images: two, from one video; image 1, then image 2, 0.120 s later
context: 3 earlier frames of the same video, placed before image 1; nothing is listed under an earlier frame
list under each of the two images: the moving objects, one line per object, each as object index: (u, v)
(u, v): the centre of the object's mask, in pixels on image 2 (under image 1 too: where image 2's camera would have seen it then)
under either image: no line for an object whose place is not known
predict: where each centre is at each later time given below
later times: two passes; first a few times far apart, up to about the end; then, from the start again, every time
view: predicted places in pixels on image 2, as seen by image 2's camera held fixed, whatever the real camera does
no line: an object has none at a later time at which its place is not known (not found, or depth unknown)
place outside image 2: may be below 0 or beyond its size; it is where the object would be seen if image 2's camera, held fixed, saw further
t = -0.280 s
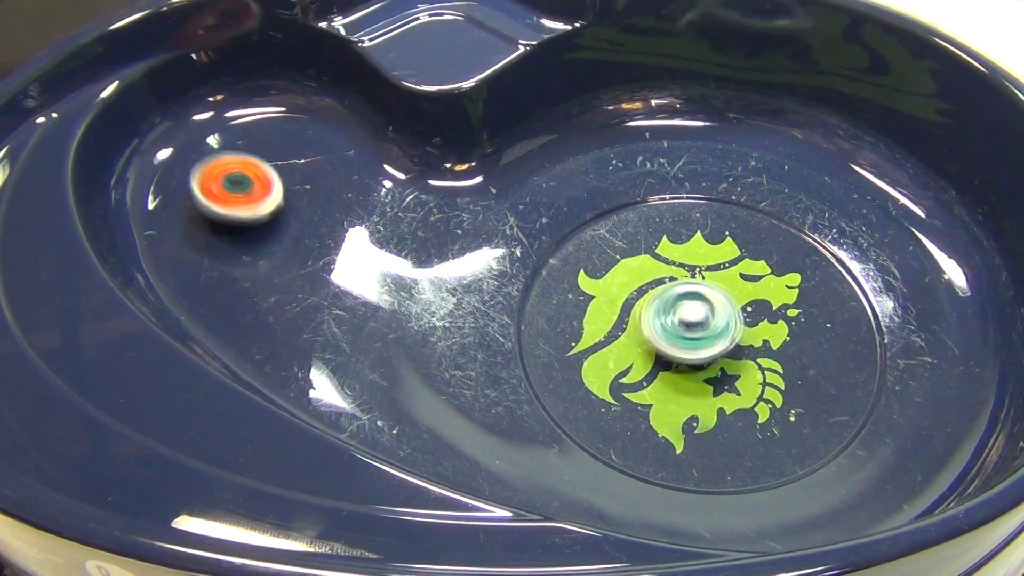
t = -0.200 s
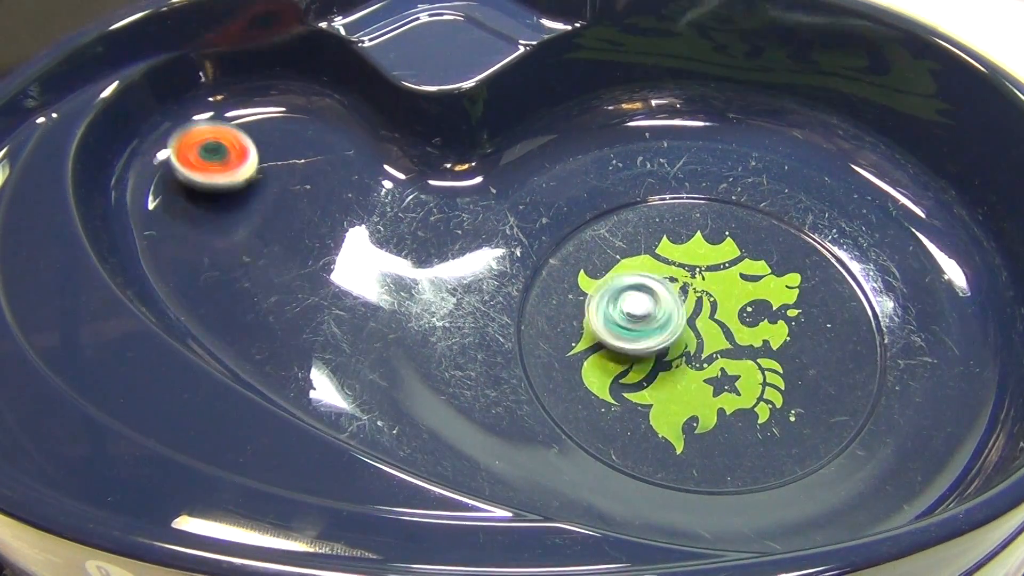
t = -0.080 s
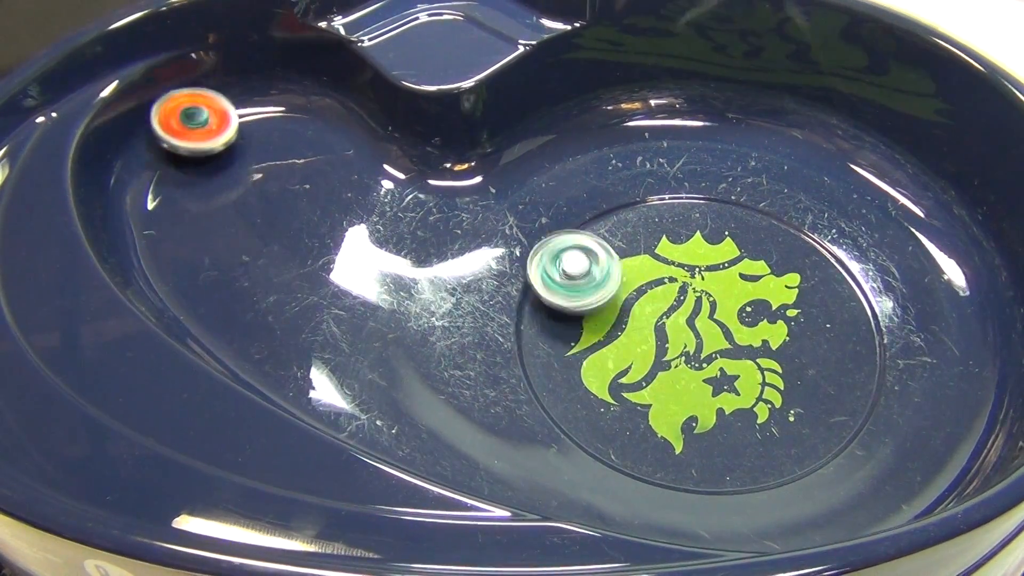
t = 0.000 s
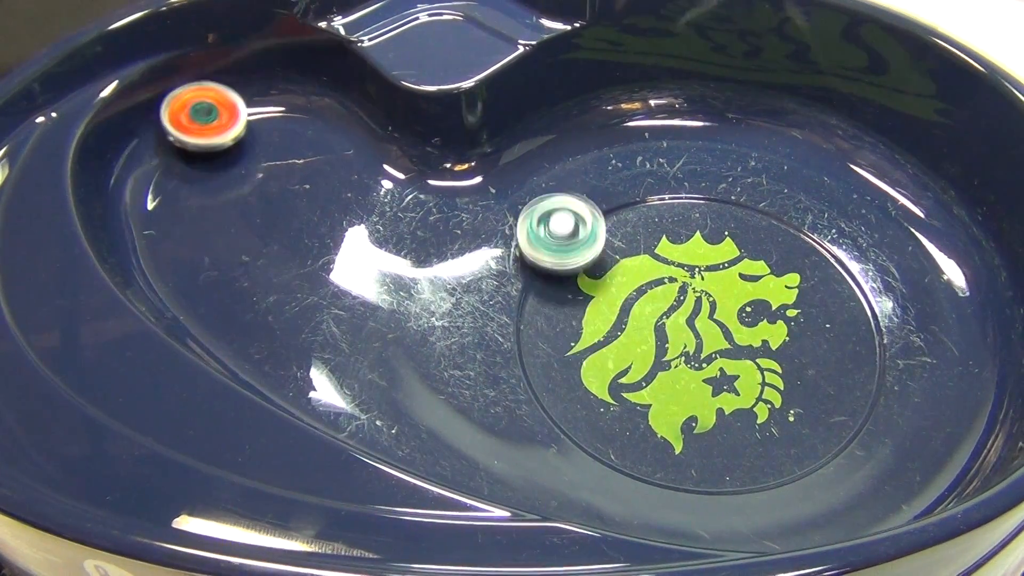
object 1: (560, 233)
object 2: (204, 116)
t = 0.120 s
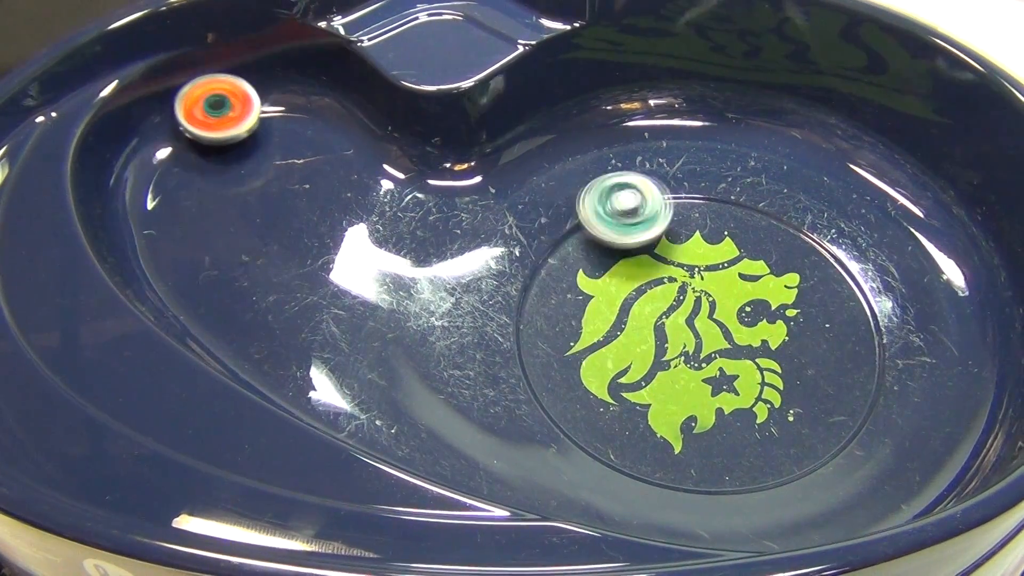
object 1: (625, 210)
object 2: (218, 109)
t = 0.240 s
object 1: (719, 212)
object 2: (240, 103)
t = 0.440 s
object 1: (805, 338)
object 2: (274, 101)
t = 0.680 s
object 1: (607, 441)
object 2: (303, 107)
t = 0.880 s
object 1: (413, 312)
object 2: (320, 125)
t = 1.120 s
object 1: (534, 190)
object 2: (310, 186)
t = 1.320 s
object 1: (786, 264)
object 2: (304, 281)
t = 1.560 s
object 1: (842, 478)
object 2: (400, 423)
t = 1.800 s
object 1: (878, 439)
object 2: (295, 364)
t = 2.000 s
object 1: (915, 245)
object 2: (153, 208)
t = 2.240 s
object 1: (767, 211)
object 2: (157, 155)
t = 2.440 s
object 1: (698, 241)
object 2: (200, 119)
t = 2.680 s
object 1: (663, 228)
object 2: (254, 101)
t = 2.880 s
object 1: (683, 230)
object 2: (291, 104)
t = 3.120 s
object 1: (672, 296)
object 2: (325, 124)
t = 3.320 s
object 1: (595, 329)
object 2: (326, 170)
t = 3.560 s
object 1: (552, 278)
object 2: (311, 286)
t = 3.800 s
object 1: (660, 290)
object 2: (369, 401)
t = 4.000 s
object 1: (714, 382)
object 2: (496, 462)
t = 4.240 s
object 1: (604, 423)
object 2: (664, 503)
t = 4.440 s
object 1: (579, 319)
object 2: (797, 490)
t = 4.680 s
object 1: (746, 274)
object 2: (884, 396)
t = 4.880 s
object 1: (733, 237)
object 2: (962, 385)
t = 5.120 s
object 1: (688, 220)
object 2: (966, 334)
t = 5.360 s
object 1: (727, 302)
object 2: (898, 324)
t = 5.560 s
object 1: (639, 361)
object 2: (800, 329)
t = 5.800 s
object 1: (540, 287)
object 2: (683, 341)
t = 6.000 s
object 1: (639, 244)
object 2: (591, 335)
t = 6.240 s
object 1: (763, 354)
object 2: (533, 325)
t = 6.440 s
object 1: (696, 450)
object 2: (546, 316)
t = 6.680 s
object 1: (555, 358)
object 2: (556, 276)
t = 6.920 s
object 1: (592, 399)
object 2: (651, 214)
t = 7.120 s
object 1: (654, 400)
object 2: (685, 195)
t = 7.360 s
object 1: (744, 405)
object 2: (752, 200)
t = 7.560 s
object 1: (776, 411)
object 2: (811, 229)
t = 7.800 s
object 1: (766, 381)
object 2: (856, 286)
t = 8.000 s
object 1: (691, 330)
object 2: (886, 333)
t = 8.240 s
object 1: (552, 236)
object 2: (872, 361)
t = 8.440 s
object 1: (634, 211)
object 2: (805, 393)
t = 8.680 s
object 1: (703, 265)
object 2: (700, 412)
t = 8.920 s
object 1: (660, 337)
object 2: (585, 398)
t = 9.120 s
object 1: (694, 291)
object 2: (552, 369)
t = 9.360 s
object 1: (736, 307)
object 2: (536, 308)
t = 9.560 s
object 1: (725, 328)
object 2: (551, 256)
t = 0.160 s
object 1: (655, 205)
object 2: (225, 109)
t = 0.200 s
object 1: (687, 205)
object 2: (232, 106)
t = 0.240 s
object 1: (719, 212)
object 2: (240, 103)
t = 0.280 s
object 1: (749, 228)
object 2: (247, 104)
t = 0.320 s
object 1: (774, 249)
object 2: (254, 104)
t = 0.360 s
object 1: (793, 275)
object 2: (261, 103)
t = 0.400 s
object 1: (804, 305)
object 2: (268, 102)
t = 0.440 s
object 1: (805, 338)
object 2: (274, 101)
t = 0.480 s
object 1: (795, 370)
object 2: (279, 100)
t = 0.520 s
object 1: (774, 400)
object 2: (285, 101)
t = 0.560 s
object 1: (741, 427)
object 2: (290, 101)
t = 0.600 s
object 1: (702, 445)
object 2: (295, 103)
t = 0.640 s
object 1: (654, 453)
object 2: (299, 104)
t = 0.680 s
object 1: (607, 441)
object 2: (303, 107)
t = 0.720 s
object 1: (564, 421)
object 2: (307, 109)
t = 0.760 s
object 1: (519, 398)
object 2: (310, 113)
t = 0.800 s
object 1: (476, 372)
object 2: (314, 117)
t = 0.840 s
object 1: (439, 343)
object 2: (318, 121)
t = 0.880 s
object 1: (413, 312)
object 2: (320, 125)
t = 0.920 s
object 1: (400, 271)
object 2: (322, 131)
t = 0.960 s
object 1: (402, 234)
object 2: (322, 139)
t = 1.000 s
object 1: (417, 207)
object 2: (321, 148)
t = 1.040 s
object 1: (446, 186)
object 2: (317, 160)
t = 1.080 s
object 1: (487, 184)
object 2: (313, 172)
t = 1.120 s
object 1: (534, 190)
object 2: (310, 186)
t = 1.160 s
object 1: (585, 198)
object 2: (306, 202)
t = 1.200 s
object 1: (638, 208)
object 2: (301, 220)
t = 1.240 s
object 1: (690, 224)
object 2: (298, 239)
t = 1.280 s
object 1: (740, 240)
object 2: (298, 259)
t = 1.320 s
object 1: (786, 264)
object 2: (304, 281)
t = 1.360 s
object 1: (824, 293)
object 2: (311, 307)
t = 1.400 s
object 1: (858, 327)
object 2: (320, 334)
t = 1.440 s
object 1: (882, 365)
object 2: (333, 360)
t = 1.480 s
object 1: (879, 401)
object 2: (347, 386)
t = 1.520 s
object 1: (866, 439)
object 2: (369, 407)
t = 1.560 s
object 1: (842, 478)
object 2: (400, 423)
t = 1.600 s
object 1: (805, 505)
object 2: (442, 439)
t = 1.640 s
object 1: (750, 512)
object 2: (484, 452)
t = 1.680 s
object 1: (685, 505)
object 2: (524, 468)
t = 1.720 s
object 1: (702, 493)
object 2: (488, 458)
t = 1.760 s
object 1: (797, 466)
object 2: (386, 412)
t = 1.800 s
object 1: (878, 439)
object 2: (295, 364)
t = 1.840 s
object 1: (942, 402)
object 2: (243, 318)
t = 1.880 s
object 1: (964, 351)
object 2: (209, 276)
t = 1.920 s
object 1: (956, 309)
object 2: (185, 244)
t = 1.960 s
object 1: (938, 276)
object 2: (166, 221)
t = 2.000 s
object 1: (915, 245)
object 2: (153, 208)
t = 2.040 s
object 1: (889, 223)
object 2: (145, 198)
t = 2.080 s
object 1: (863, 208)
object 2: (144, 190)
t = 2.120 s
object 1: (836, 200)
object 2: (145, 184)
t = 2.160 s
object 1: (810, 198)
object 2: (146, 174)
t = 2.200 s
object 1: (787, 202)
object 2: (154, 165)
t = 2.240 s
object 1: (767, 211)
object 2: (157, 155)
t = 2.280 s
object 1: (749, 218)
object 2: (162, 145)
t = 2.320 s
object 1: (734, 225)
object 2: (173, 138)
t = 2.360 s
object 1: (721, 232)
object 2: (181, 130)
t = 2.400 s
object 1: (708, 237)
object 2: (190, 124)
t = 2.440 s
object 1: (698, 241)
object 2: (200, 119)
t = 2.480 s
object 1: (689, 243)
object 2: (210, 113)
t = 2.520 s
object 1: (680, 244)
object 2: (219, 108)
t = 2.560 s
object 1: (673, 242)
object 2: (228, 105)
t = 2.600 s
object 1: (667, 239)
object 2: (238, 104)
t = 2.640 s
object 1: (664, 234)
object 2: (246, 102)
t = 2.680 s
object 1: (663, 228)
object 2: (254, 101)
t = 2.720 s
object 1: (665, 223)
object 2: (263, 99)
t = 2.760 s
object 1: (669, 221)
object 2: (271, 99)
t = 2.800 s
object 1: (674, 221)
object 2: (277, 100)
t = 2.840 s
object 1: (679, 224)
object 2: (284, 102)
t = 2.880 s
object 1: (683, 230)
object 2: (291, 104)
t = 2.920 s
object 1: (687, 238)
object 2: (298, 106)
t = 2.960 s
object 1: (689, 247)
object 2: (304, 109)
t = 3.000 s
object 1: (689, 258)
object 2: (310, 112)
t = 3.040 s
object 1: (686, 270)
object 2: (316, 115)
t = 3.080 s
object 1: (681, 284)
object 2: (321, 119)
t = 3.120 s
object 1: (672, 296)
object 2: (325, 124)
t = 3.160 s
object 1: (661, 308)
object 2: (328, 130)
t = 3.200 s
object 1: (648, 318)
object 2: (330, 137)
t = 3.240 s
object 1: (632, 324)
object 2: (330, 147)
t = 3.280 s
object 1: (613, 328)
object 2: (329, 157)
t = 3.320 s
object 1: (595, 329)
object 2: (326, 170)
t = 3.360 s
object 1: (578, 326)
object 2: (323, 186)
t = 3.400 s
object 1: (562, 320)
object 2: (319, 205)
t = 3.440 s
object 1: (550, 309)
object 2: (314, 225)
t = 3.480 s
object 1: (545, 298)
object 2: (311, 244)
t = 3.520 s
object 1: (545, 287)
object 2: (309, 265)
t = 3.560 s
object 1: (552, 278)
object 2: (311, 286)
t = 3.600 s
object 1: (563, 272)
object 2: (314, 309)
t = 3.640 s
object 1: (577, 268)
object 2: (319, 332)
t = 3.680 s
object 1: (595, 266)
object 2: (324, 353)
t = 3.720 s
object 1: (615, 270)
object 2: (329, 375)
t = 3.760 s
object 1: (638, 278)
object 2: (340, 391)
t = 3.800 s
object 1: (660, 290)
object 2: (369, 401)
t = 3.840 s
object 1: (680, 306)
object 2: (390, 412)
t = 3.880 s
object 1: (696, 324)
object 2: (410, 427)
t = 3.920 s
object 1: (707, 344)
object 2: (437, 440)
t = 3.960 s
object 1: (714, 364)
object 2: (466, 452)
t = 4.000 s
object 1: (714, 382)
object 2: (496, 462)
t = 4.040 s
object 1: (707, 400)
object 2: (525, 471)
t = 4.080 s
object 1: (694, 415)
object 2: (553, 479)
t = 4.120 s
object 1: (676, 427)
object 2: (581, 487)
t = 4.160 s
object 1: (656, 430)
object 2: (608, 494)
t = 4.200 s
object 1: (627, 427)
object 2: (636, 500)
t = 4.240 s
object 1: (604, 423)
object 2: (664, 503)
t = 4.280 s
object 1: (583, 407)
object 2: (691, 505)
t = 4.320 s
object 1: (570, 388)
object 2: (718, 505)
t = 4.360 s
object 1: (564, 363)
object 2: (745, 503)
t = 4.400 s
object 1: (567, 340)
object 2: (772, 499)
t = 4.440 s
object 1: (579, 319)
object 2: (797, 490)
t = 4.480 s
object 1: (598, 301)
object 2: (819, 478)
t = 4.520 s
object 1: (622, 287)
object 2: (839, 464)
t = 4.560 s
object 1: (650, 276)
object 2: (856, 449)
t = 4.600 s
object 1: (679, 269)
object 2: (868, 433)
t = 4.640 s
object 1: (712, 269)
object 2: (878, 414)
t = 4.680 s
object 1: (746, 274)
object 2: (884, 396)
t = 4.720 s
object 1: (777, 283)
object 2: (888, 377)
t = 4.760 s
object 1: (804, 296)
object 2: (885, 359)
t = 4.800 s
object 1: (785, 276)
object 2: (921, 363)
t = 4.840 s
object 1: (757, 254)
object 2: (953, 384)
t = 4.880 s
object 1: (733, 237)
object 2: (962, 385)
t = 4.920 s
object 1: (711, 226)
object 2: (965, 377)
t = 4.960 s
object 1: (696, 217)
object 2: (968, 369)
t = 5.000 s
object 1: (685, 214)
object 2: (970, 360)
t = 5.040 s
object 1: (680, 214)
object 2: (971, 350)
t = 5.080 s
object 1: (682, 216)
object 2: (969, 342)
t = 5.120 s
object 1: (688, 220)
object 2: (966, 334)
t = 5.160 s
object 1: (700, 226)
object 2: (961, 330)
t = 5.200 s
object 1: (712, 236)
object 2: (952, 327)
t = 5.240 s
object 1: (722, 248)
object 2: (942, 325)
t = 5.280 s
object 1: (728, 263)
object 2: (929, 325)
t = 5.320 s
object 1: (731, 281)
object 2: (915, 325)
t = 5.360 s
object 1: (727, 302)
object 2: (898, 324)
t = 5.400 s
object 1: (718, 319)
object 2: (878, 323)
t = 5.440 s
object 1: (704, 335)
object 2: (858, 323)
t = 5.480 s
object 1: (685, 348)
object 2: (838, 324)
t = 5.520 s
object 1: (663, 357)
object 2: (820, 326)
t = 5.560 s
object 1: (639, 361)
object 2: (800, 329)
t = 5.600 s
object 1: (613, 360)
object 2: (780, 333)
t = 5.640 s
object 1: (588, 353)
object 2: (761, 335)
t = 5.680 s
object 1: (566, 342)
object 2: (741, 337)
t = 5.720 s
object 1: (550, 326)
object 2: (720, 339)
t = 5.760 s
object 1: (541, 307)
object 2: (700, 340)
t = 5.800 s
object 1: (540, 287)
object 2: (683, 341)
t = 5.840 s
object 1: (548, 269)
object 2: (662, 341)
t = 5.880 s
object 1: (564, 254)
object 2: (645, 340)
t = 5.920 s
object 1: (586, 245)
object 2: (626, 339)
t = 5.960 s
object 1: (611, 241)
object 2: (607, 337)
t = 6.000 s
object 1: (639, 244)
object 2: (591, 335)
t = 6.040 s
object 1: (667, 252)
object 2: (574, 333)
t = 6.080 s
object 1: (694, 265)
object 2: (559, 329)
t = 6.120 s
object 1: (718, 283)
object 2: (546, 326)
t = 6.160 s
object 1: (739, 305)
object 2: (533, 323)
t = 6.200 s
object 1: (755, 328)
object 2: (532, 323)
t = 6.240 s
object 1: (763, 354)
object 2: (533, 325)
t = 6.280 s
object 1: (764, 379)
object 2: (531, 324)
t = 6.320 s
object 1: (758, 401)
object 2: (539, 327)
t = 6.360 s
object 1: (744, 422)
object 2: (545, 326)
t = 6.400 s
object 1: (723, 440)
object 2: (546, 322)
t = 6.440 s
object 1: (696, 450)
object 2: (546, 316)
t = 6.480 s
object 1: (665, 453)
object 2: (545, 309)
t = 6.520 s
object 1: (634, 448)
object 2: (546, 302)
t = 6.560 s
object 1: (604, 430)
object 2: (547, 296)
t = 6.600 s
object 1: (579, 408)
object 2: (549, 289)
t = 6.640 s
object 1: (563, 383)
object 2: (552, 283)
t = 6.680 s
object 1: (555, 358)
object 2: (556, 276)
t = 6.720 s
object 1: (555, 364)
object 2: (562, 247)
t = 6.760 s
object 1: (560, 380)
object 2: (577, 216)
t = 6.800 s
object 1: (566, 389)
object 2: (598, 208)
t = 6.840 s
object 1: (573, 394)
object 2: (623, 213)
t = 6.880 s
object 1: (583, 397)
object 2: (640, 216)
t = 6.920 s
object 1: (592, 399)
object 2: (651, 214)
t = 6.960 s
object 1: (602, 400)
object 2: (659, 208)
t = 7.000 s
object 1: (613, 400)
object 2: (668, 199)
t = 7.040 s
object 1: (625, 401)
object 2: (678, 190)
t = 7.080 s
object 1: (639, 400)
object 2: (683, 191)
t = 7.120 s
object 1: (654, 400)
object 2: (685, 195)
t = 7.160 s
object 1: (670, 399)
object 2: (690, 196)
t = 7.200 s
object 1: (686, 400)
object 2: (700, 195)
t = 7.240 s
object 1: (700, 401)
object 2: (712, 195)
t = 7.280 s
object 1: (716, 402)
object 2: (726, 195)
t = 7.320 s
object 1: (731, 404)
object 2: (740, 196)
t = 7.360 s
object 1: (744, 405)
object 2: (752, 200)
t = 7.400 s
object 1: (756, 408)
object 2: (762, 205)
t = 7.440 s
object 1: (765, 410)
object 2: (774, 210)
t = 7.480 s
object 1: (771, 412)
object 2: (787, 215)
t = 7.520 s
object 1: (775, 412)
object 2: (799, 222)
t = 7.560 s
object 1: (776, 411)
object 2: (811, 229)
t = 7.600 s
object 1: (777, 409)
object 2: (822, 237)
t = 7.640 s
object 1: (776, 406)
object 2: (830, 245)
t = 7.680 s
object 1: (774, 402)
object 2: (839, 255)
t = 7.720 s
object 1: (772, 396)
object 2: (846, 264)
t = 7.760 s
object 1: (769, 389)
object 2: (852, 275)
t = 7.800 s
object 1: (766, 381)
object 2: (856, 286)
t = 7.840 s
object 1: (764, 372)
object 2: (858, 298)
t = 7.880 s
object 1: (761, 361)
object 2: (859, 309)
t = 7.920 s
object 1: (759, 350)
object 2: (858, 322)
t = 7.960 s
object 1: (742, 340)
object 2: (871, 332)
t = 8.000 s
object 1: (691, 330)
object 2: (886, 333)
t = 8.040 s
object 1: (646, 318)
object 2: (894, 336)
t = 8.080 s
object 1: (610, 303)
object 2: (897, 341)
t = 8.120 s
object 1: (583, 287)
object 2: (893, 347)
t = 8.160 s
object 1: (564, 272)
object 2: (888, 353)
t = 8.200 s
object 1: (553, 254)
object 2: (882, 358)
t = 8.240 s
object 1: (552, 236)
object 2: (872, 361)
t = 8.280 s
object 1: (566, 227)
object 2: (859, 364)
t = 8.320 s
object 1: (588, 223)
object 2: (846, 370)
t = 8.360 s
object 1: (606, 219)
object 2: (833, 378)
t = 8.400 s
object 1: (621, 215)
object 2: (819, 386)
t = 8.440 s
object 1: (634, 211)
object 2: (805, 393)
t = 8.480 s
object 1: (648, 210)
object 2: (788, 400)
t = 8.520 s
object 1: (663, 213)
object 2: (771, 405)
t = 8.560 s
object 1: (677, 221)
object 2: (755, 408)
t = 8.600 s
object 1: (689, 233)
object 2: (737, 411)
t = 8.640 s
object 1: (698, 248)
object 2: (719, 412)
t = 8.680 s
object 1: (703, 265)
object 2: (700, 412)
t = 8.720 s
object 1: (702, 285)
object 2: (682, 410)
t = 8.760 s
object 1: (698, 305)
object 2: (665, 408)
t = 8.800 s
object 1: (689, 322)
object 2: (648, 403)
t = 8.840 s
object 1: (678, 335)
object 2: (630, 401)
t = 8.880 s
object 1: (669, 339)
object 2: (608, 399)
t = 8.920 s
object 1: (660, 337)
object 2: (585, 398)
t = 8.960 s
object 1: (663, 323)
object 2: (572, 397)
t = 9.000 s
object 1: (667, 312)
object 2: (569, 391)
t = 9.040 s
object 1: (673, 303)
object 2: (560, 384)
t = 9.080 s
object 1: (683, 296)
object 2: (558, 377)
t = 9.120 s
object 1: (694, 291)
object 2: (552, 369)
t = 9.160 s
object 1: (706, 288)
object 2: (547, 360)
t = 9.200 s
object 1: (716, 289)
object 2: (545, 350)
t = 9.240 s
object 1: (724, 292)
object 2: (540, 340)
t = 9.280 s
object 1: (730, 296)
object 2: (538, 330)
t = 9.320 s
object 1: (735, 302)
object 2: (537, 319)
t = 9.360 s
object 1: (736, 307)
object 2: (536, 308)
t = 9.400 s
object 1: (736, 312)
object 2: (538, 298)
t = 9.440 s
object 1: (735, 317)
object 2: (539, 287)
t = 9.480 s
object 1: (734, 320)
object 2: (541, 276)
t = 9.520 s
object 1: (730, 325)
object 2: (546, 265)
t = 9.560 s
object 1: (725, 328)
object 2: (551, 256)
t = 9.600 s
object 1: (719, 331)
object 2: (558, 247)
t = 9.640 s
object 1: (712, 333)
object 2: (565, 239)
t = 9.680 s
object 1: (705, 335)
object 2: (574, 231)
